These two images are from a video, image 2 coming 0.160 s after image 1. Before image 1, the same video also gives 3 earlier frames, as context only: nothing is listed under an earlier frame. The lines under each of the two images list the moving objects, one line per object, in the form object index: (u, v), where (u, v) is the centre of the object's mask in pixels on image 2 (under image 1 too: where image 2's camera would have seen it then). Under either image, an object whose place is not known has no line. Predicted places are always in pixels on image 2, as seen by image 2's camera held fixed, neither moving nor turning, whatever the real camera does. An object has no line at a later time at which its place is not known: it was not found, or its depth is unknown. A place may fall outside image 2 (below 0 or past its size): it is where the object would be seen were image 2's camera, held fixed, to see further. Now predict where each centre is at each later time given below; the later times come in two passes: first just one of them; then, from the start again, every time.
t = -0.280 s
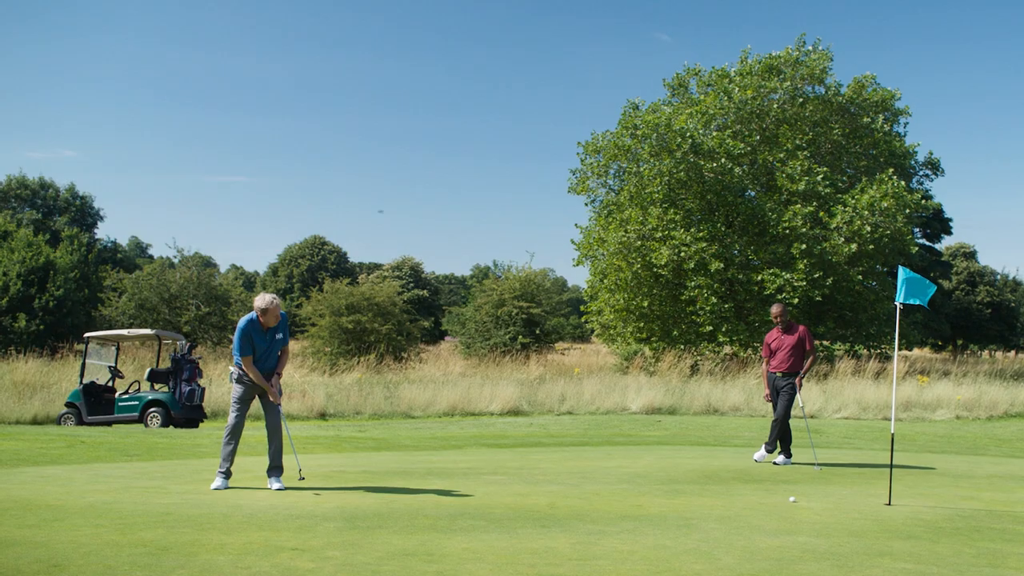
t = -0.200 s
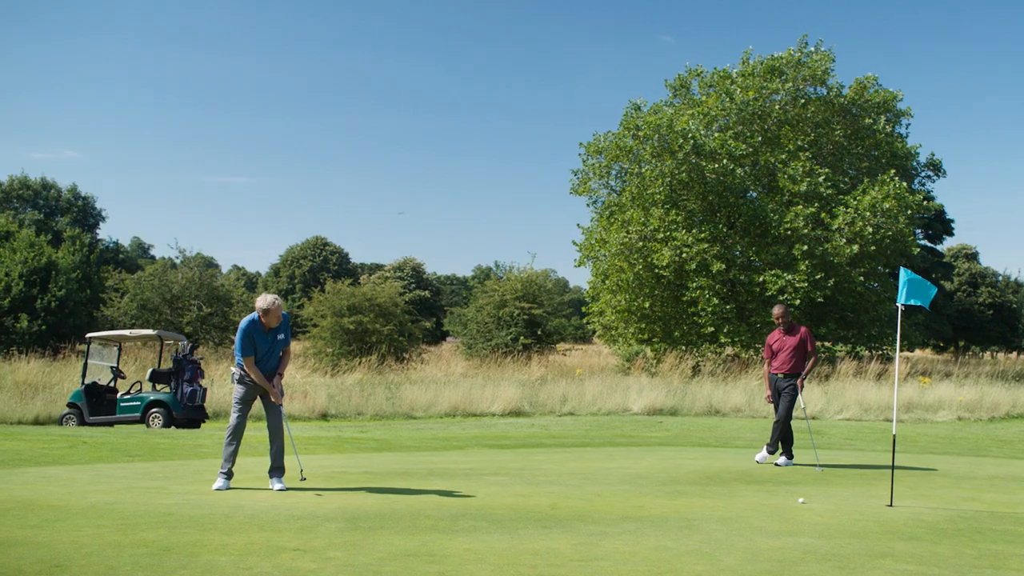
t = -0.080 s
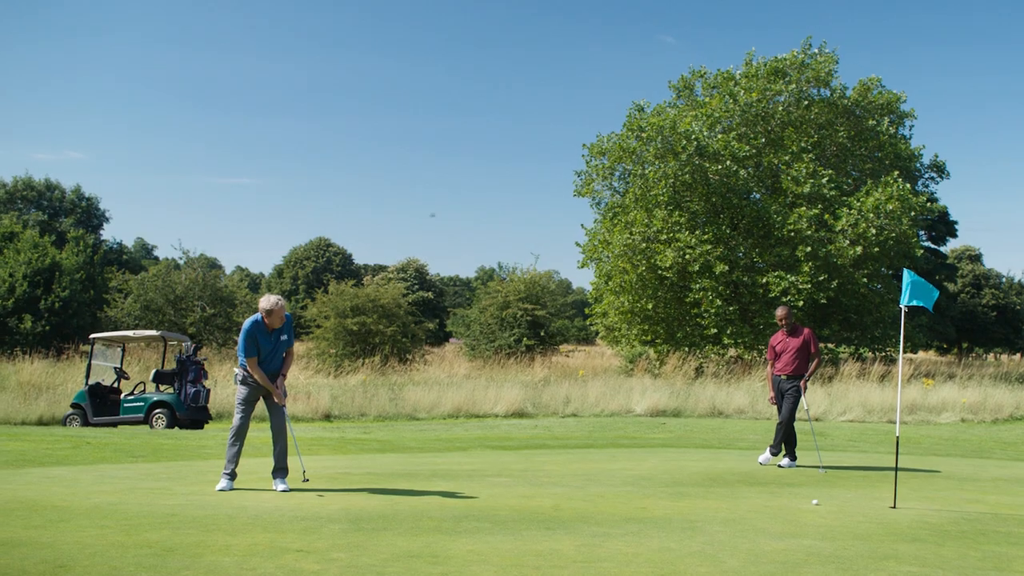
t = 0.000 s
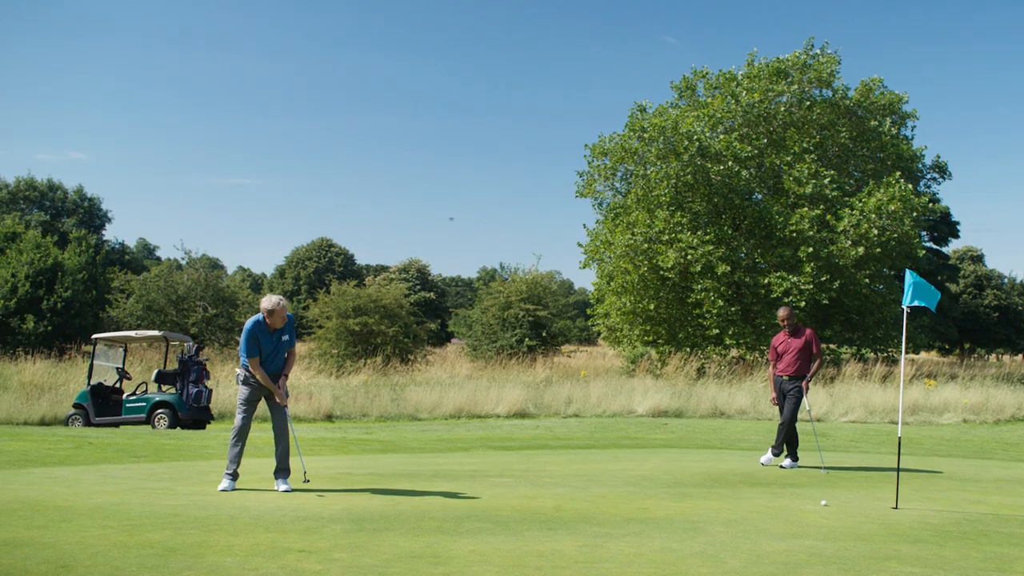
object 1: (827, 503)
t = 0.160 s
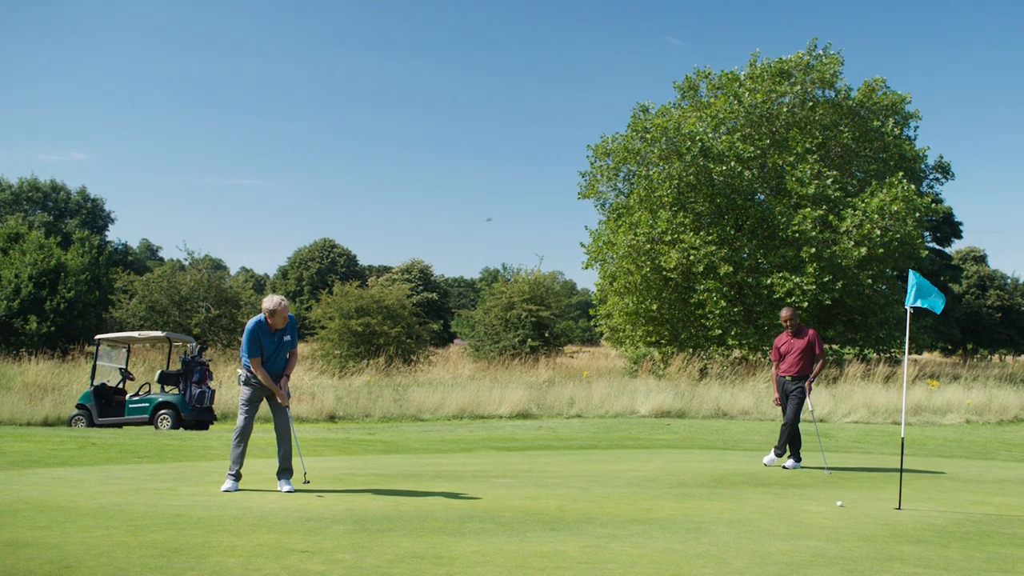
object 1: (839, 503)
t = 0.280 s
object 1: (848, 504)
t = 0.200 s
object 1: (842, 503)
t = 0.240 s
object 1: (845, 503)
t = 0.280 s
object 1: (848, 504)
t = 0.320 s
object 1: (851, 504)
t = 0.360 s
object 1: (853, 504)
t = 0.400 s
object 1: (856, 504)
